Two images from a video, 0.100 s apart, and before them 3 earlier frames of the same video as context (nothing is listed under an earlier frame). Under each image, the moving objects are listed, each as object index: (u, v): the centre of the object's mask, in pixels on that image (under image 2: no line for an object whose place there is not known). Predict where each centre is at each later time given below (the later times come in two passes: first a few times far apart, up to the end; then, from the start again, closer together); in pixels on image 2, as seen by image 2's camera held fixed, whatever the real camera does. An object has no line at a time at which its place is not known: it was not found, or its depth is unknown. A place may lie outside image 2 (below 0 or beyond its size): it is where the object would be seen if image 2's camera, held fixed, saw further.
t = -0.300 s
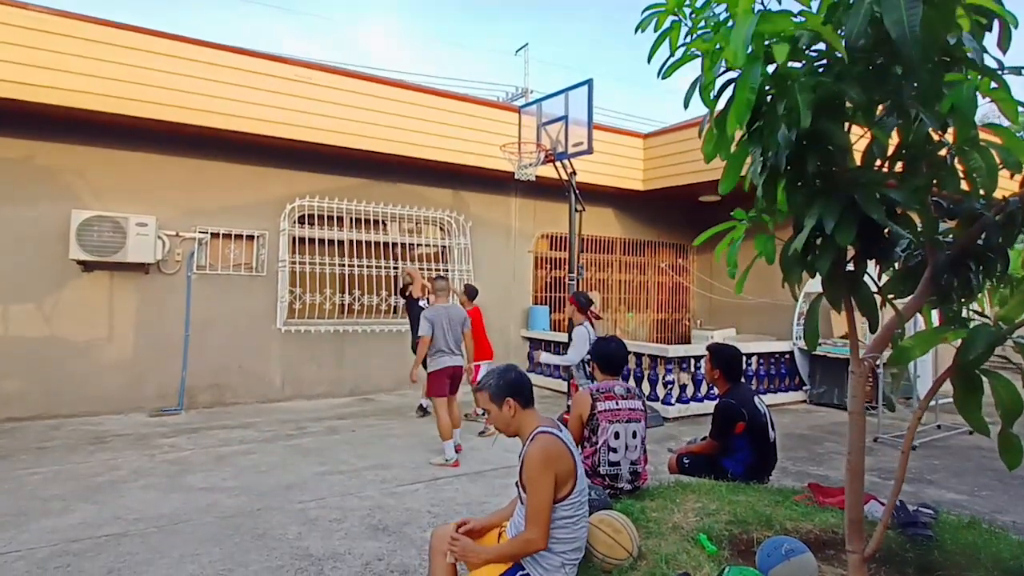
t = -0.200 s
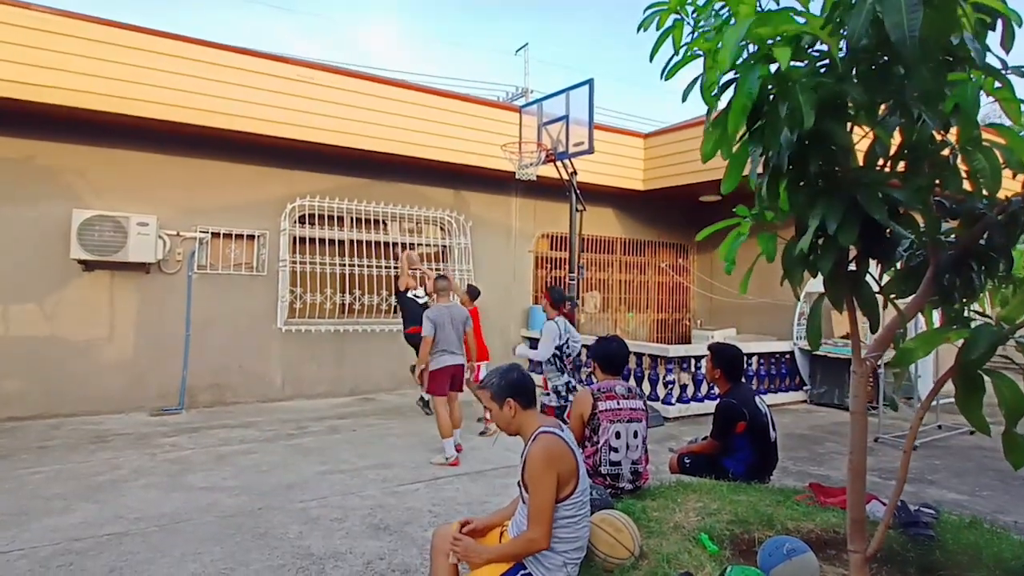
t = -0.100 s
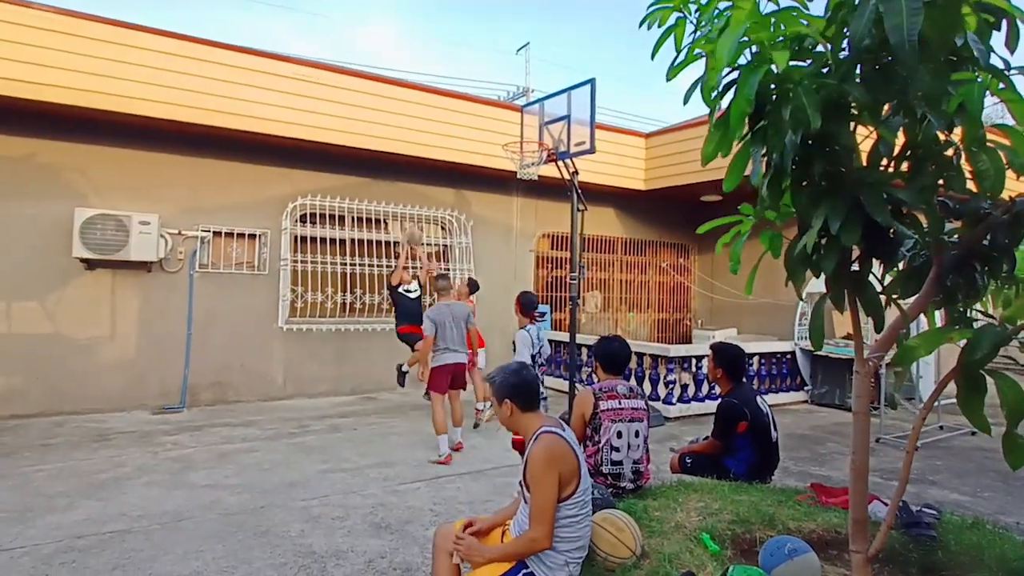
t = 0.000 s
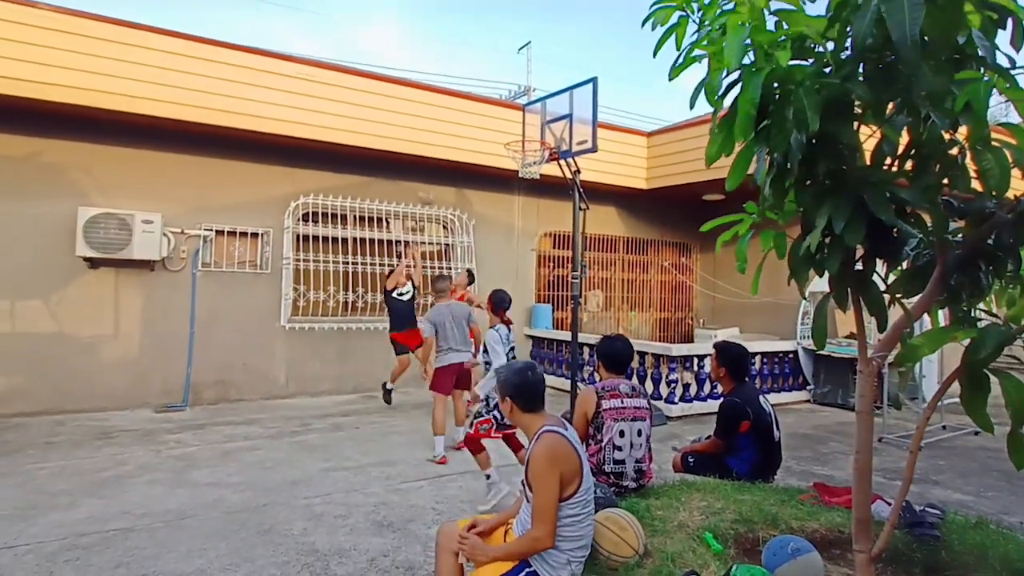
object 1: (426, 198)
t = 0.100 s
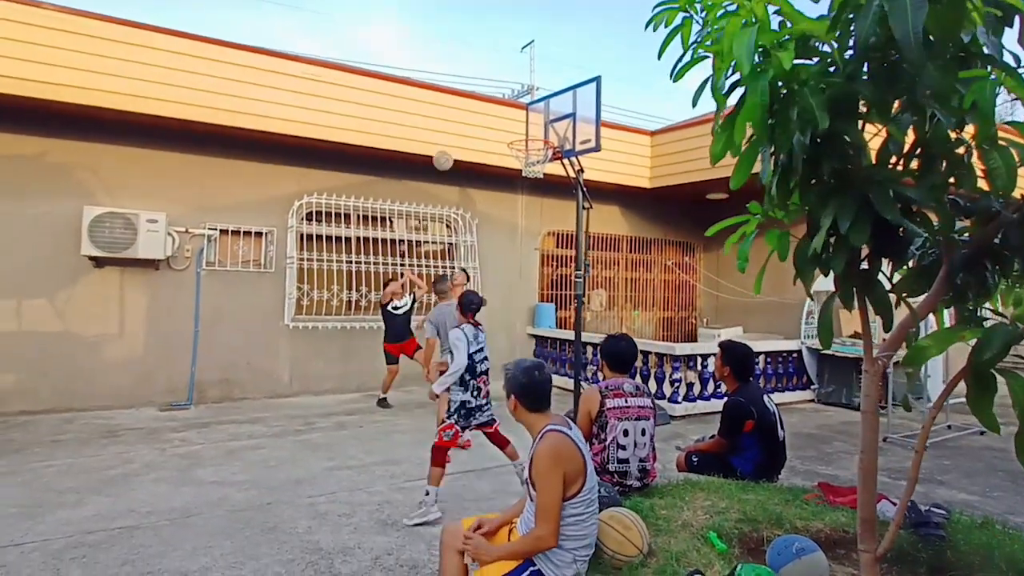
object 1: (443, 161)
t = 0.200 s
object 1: (455, 132)
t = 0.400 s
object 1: (482, 98)
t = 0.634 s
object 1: (516, 101)
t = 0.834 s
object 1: (539, 143)
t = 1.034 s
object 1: (512, 160)
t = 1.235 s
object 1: (522, 169)
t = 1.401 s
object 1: (537, 194)
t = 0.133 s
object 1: (447, 150)
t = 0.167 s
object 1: (451, 141)
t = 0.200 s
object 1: (455, 132)
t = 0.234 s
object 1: (460, 125)
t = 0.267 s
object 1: (464, 118)
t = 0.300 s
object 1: (469, 112)
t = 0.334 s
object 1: (473, 106)
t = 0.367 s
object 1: (478, 102)
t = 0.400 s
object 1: (482, 98)
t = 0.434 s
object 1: (487, 96)
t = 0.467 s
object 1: (492, 94)
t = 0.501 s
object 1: (496, 93)
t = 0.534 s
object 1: (501, 94)
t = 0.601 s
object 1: (510, 97)
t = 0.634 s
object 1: (516, 101)
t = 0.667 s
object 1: (521, 106)
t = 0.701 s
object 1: (525, 112)
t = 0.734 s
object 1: (530, 119)
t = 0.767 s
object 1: (535, 126)
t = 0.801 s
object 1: (540, 135)
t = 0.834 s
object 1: (539, 143)
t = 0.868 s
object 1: (532, 149)
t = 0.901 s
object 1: (524, 155)
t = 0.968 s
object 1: (516, 159)
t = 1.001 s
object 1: (512, 161)
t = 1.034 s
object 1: (512, 160)
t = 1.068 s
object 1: (513, 160)
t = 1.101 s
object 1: (514, 160)
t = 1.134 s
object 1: (516, 162)
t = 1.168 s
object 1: (519, 164)
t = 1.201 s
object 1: (520, 166)
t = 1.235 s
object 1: (522, 169)
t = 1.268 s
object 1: (525, 175)
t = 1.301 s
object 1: (528, 178)
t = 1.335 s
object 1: (531, 181)
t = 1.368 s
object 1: (534, 186)
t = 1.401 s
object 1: (537, 194)
